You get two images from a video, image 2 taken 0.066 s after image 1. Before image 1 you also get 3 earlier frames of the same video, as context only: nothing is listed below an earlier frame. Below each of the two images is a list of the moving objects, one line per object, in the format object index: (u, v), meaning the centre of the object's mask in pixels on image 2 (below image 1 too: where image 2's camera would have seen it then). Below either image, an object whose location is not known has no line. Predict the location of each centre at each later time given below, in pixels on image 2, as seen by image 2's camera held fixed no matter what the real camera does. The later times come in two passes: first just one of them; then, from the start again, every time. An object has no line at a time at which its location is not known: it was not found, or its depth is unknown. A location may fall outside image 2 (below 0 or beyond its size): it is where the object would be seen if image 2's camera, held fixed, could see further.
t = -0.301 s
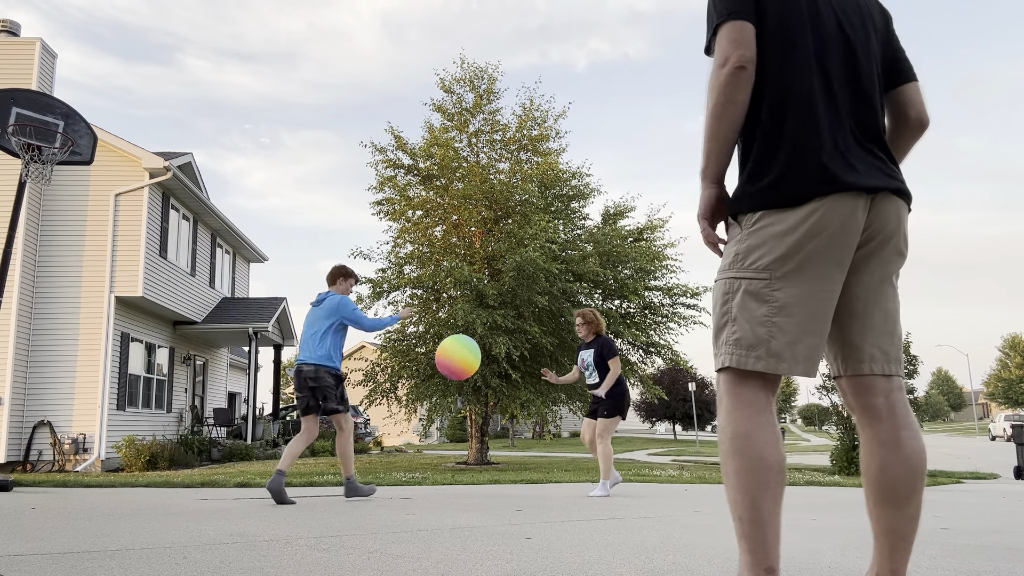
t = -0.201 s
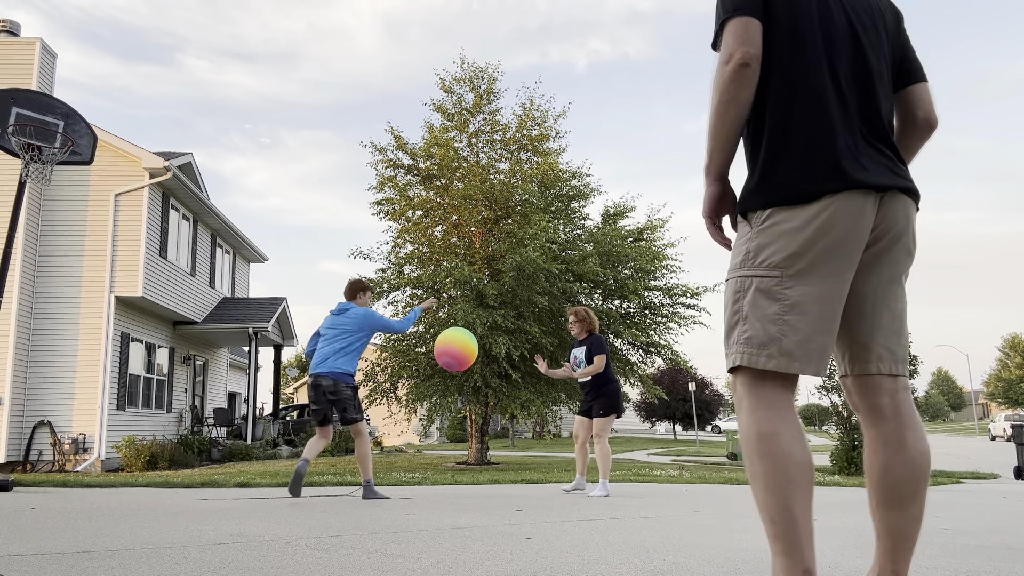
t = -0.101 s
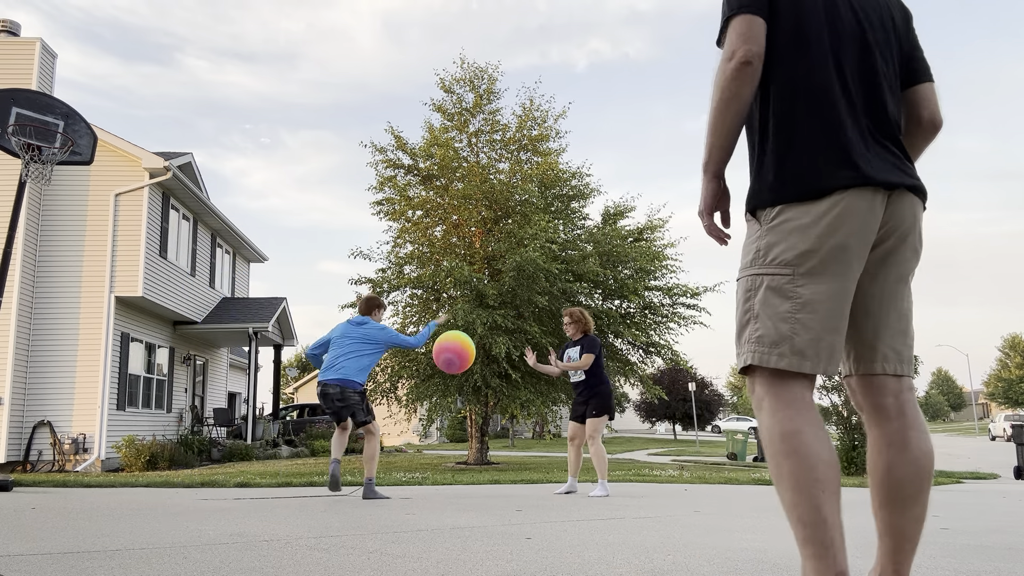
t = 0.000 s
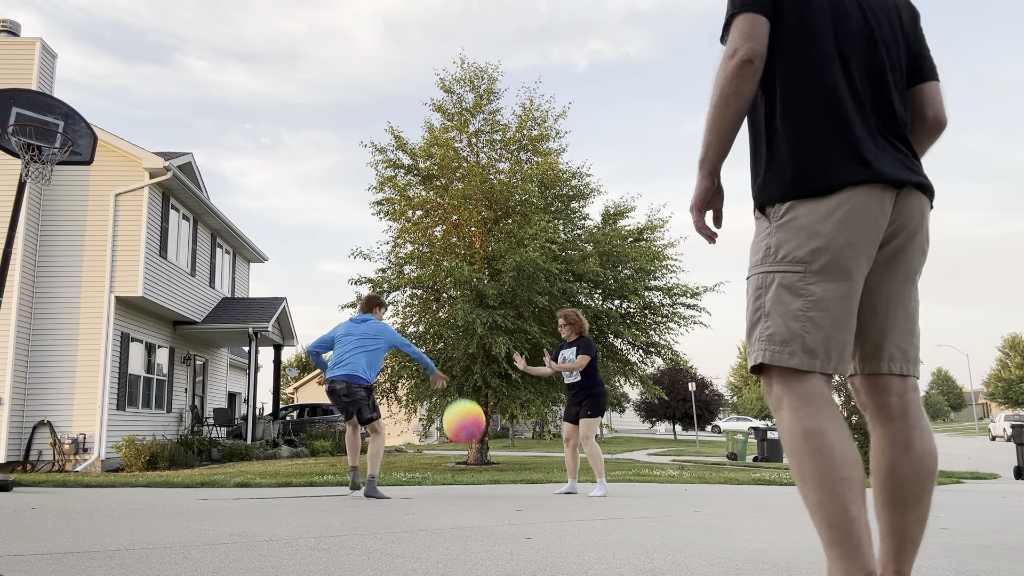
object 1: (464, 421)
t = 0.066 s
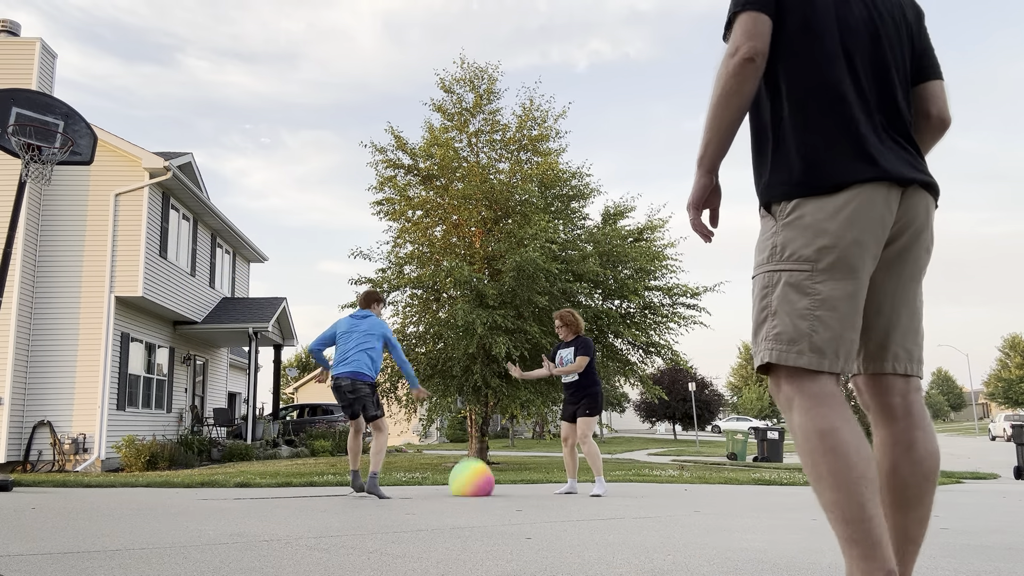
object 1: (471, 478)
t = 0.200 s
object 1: (476, 371)
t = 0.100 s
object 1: (473, 450)
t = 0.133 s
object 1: (474, 422)
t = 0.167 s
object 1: (475, 396)
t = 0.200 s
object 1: (476, 371)
